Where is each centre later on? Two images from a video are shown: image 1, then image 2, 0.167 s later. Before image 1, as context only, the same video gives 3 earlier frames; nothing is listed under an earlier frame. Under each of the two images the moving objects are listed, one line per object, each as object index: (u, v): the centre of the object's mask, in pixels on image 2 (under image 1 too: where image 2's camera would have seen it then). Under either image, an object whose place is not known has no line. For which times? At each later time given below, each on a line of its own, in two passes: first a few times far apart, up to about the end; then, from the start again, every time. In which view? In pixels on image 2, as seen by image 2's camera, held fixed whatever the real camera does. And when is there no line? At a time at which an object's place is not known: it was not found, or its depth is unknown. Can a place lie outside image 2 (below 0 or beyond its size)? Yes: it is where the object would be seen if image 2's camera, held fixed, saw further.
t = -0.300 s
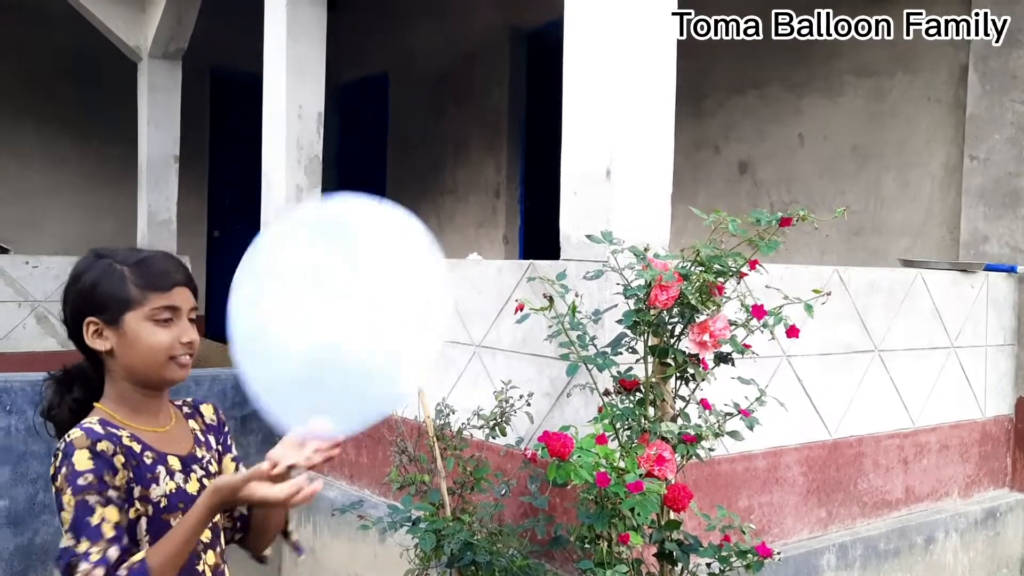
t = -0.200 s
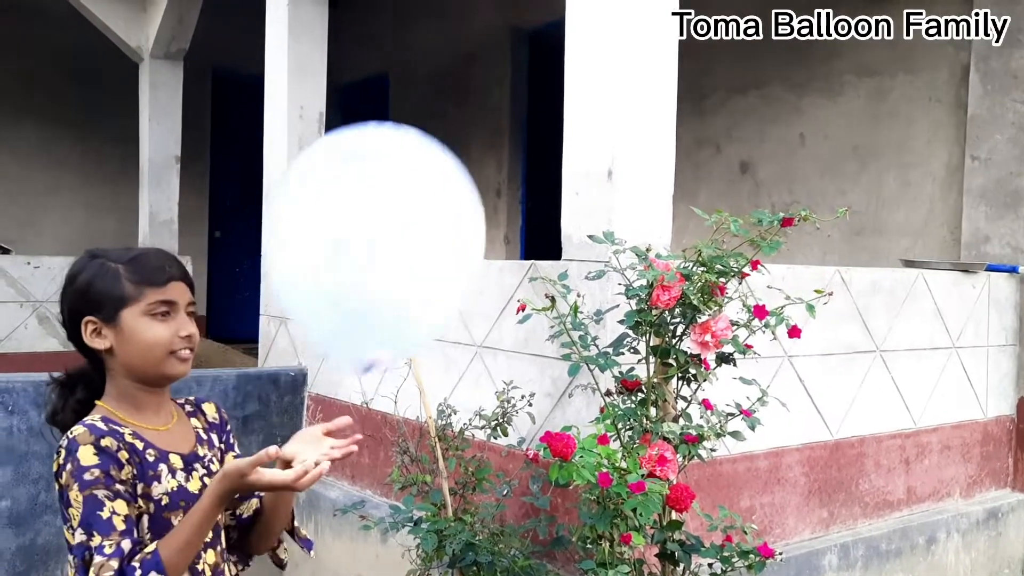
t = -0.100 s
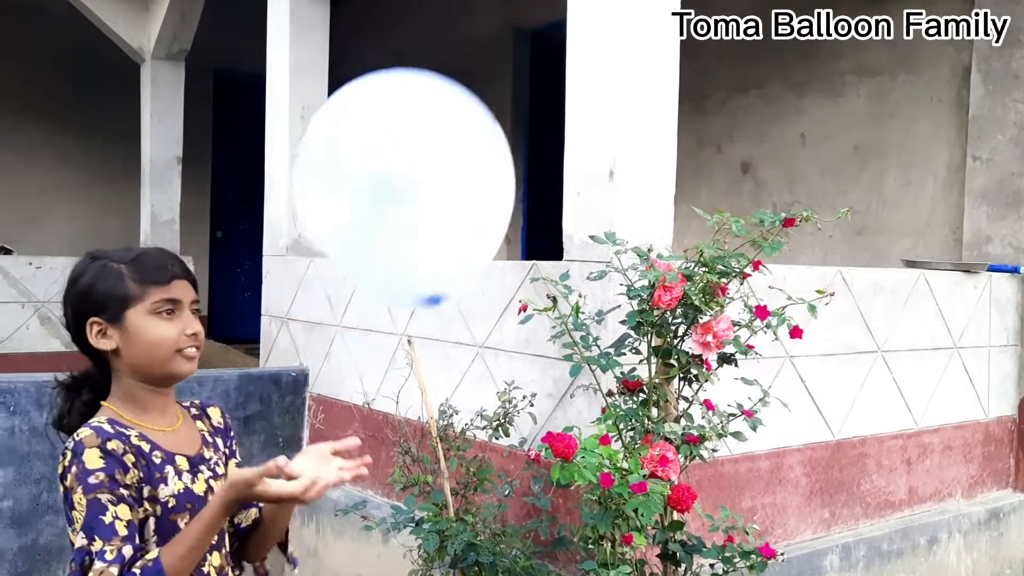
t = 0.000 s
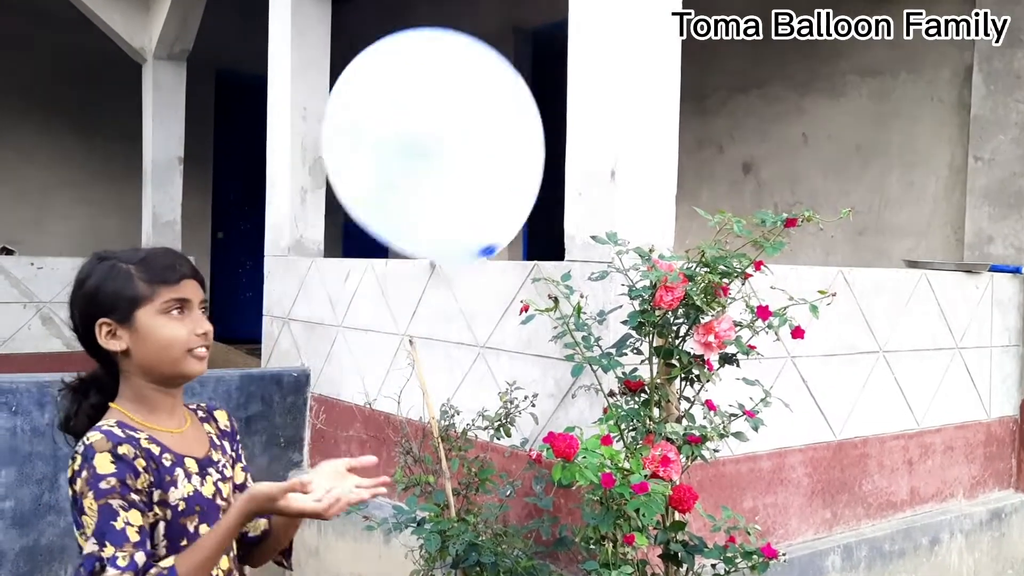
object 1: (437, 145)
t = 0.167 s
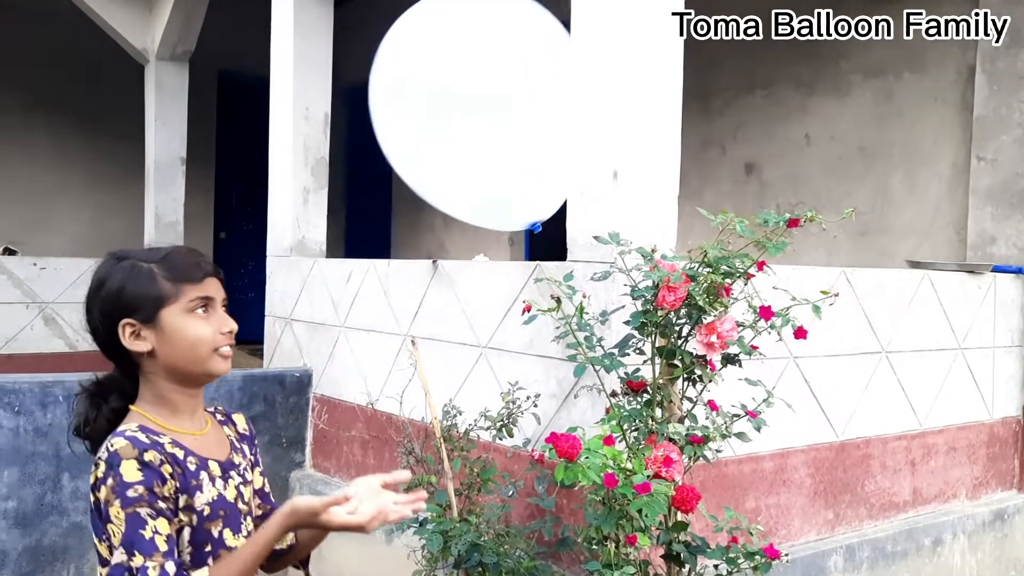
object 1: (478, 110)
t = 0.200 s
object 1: (484, 107)
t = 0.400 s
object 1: (534, 117)
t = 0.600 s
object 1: (580, 184)
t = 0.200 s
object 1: (484, 107)
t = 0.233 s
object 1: (489, 106)
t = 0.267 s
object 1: (507, 105)
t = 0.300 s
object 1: (512, 106)
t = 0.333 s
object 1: (517, 107)
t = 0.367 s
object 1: (525, 112)
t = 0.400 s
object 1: (534, 117)
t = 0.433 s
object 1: (544, 123)
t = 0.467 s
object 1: (547, 127)
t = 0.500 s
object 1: (546, 139)
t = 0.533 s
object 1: (526, 152)
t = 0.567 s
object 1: (534, 173)
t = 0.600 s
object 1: (580, 184)
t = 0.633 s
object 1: (585, 199)
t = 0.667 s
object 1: (591, 215)
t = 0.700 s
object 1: (594, 233)
